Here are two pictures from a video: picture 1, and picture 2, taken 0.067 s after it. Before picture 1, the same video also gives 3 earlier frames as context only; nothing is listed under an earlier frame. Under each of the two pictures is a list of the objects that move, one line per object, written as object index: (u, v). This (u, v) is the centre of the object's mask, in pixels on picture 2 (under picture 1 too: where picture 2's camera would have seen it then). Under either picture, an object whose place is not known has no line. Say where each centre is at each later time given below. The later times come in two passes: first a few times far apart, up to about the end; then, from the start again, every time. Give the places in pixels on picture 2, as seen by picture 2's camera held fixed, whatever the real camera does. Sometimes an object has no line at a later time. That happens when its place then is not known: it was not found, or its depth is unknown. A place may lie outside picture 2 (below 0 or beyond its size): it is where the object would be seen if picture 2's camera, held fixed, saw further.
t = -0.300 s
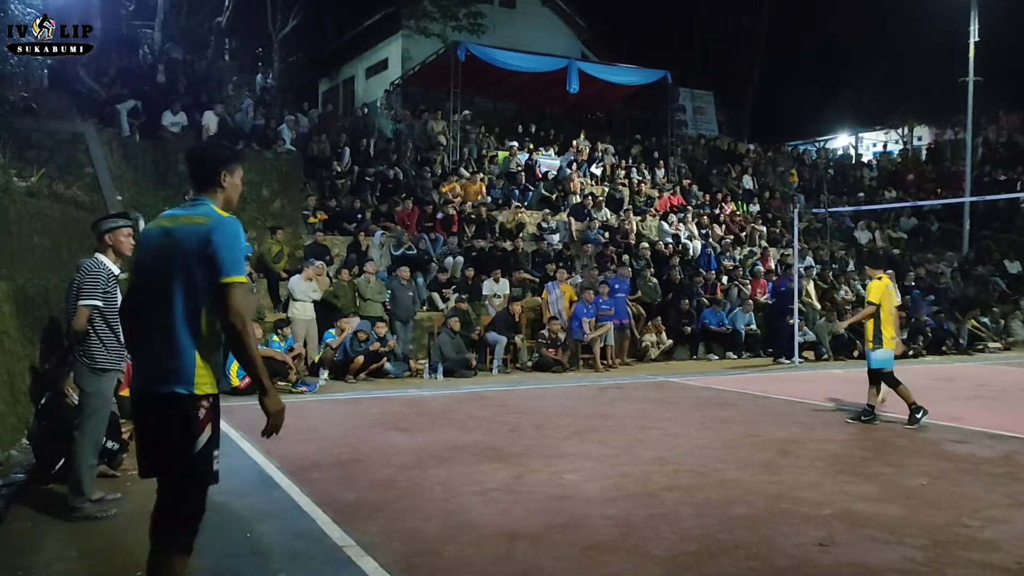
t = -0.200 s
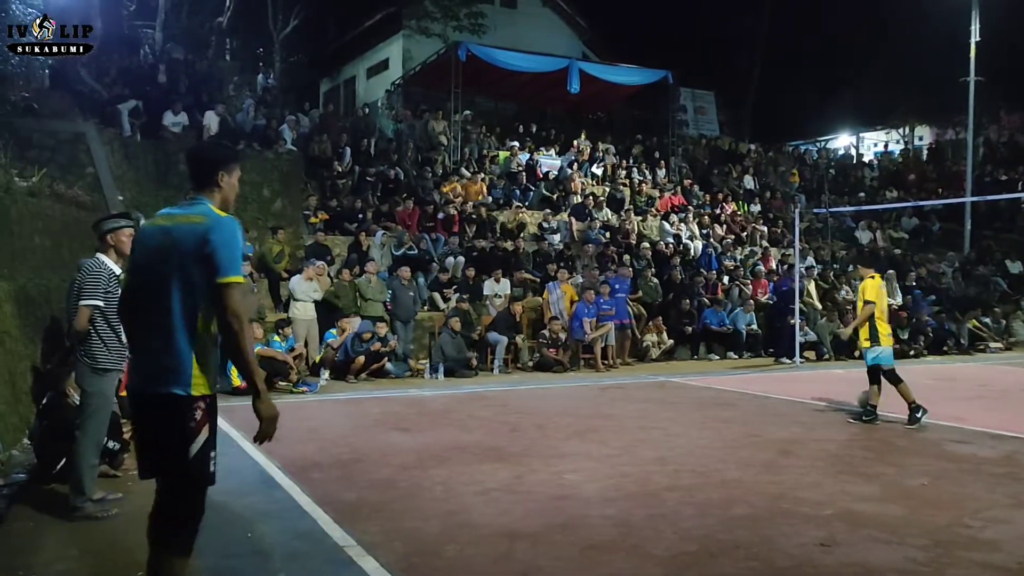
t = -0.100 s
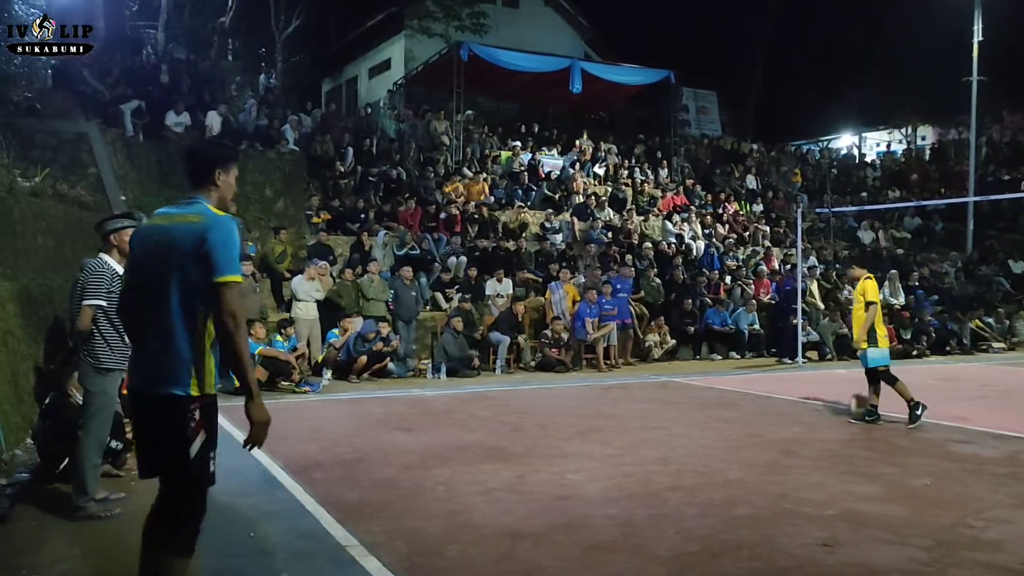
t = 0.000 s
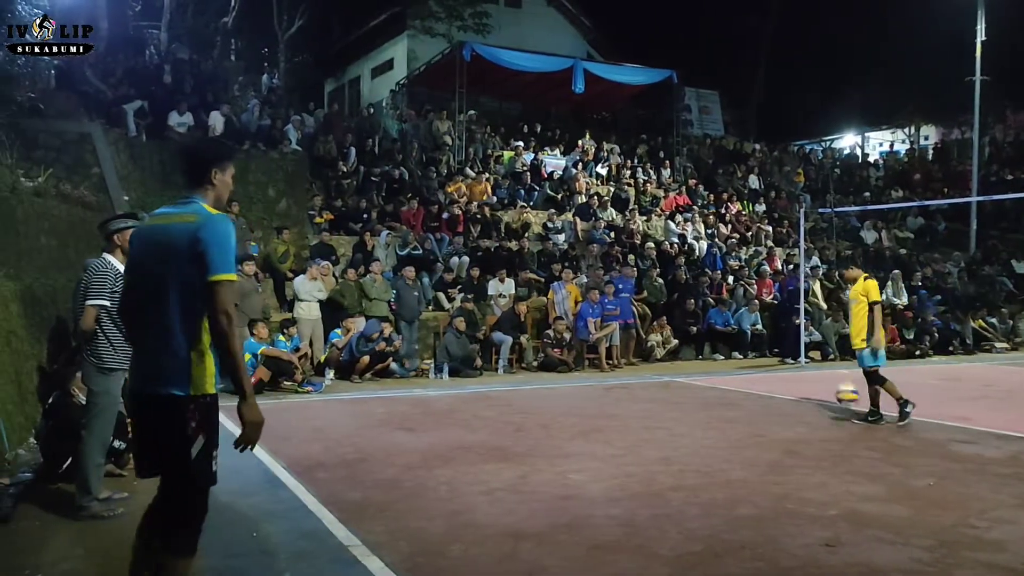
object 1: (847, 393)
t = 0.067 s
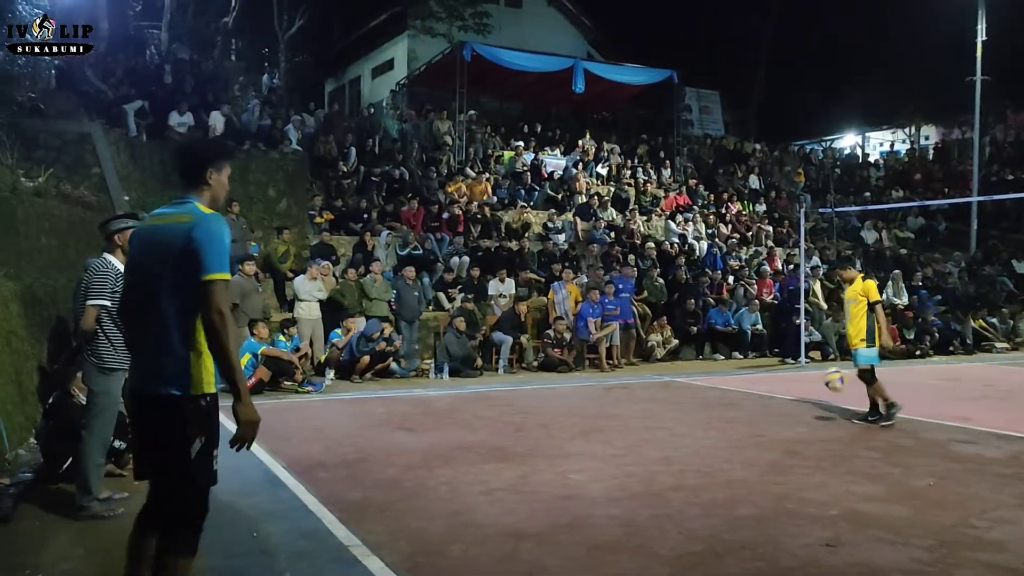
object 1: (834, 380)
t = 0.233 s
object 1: (806, 361)
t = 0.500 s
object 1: (752, 397)
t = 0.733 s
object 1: (699, 408)
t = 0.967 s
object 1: (638, 414)
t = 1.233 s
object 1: (552, 451)
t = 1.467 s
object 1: (463, 468)
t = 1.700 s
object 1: (349, 502)
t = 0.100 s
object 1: (830, 374)
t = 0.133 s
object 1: (824, 369)
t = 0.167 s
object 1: (817, 364)
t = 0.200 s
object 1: (812, 362)
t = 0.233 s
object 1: (806, 361)
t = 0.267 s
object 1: (799, 361)
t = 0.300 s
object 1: (793, 362)
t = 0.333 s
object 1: (787, 364)
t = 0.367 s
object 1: (780, 368)
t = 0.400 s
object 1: (773, 373)
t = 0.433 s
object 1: (767, 380)
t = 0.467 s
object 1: (759, 388)
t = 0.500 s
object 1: (752, 397)
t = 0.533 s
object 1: (745, 408)
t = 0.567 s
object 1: (738, 422)
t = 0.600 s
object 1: (729, 434)
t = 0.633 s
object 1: (721, 426)
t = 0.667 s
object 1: (714, 419)
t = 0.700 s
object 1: (706, 412)
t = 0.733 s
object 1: (699, 408)
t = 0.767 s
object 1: (691, 405)
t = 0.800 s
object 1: (682, 403)
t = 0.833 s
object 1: (674, 402)
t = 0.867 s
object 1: (666, 403)
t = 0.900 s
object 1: (656, 405)
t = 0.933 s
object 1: (647, 410)
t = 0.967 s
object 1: (638, 414)
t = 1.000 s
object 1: (628, 423)
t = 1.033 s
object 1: (617, 432)
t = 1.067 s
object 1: (608, 442)
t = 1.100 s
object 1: (597, 454)
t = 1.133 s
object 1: (585, 471)
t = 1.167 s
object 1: (573, 463)
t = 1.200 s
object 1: (564, 456)
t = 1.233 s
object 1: (552, 451)
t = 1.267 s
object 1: (541, 448)
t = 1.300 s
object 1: (528, 447)
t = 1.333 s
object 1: (518, 447)
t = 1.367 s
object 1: (505, 449)
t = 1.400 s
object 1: (491, 453)
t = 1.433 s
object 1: (478, 459)
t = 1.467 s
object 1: (463, 468)
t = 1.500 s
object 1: (448, 480)
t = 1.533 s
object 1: (435, 493)
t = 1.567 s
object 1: (418, 510)
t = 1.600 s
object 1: (401, 512)
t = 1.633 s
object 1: (386, 506)
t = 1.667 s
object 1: (366, 503)
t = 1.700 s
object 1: (349, 502)
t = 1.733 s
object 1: (332, 504)
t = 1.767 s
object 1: (311, 507)
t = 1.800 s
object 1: (290, 514)
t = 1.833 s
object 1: (271, 523)
